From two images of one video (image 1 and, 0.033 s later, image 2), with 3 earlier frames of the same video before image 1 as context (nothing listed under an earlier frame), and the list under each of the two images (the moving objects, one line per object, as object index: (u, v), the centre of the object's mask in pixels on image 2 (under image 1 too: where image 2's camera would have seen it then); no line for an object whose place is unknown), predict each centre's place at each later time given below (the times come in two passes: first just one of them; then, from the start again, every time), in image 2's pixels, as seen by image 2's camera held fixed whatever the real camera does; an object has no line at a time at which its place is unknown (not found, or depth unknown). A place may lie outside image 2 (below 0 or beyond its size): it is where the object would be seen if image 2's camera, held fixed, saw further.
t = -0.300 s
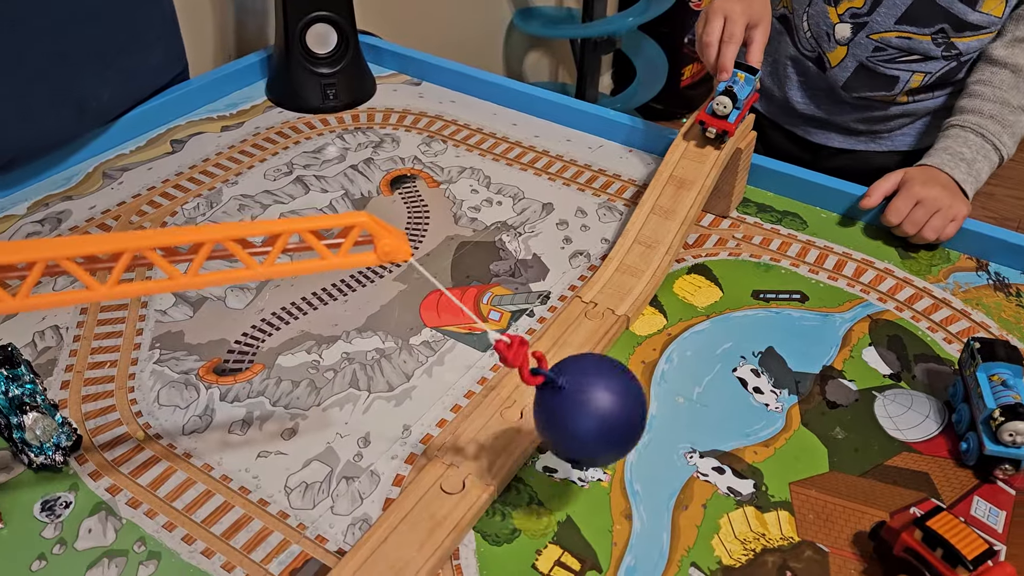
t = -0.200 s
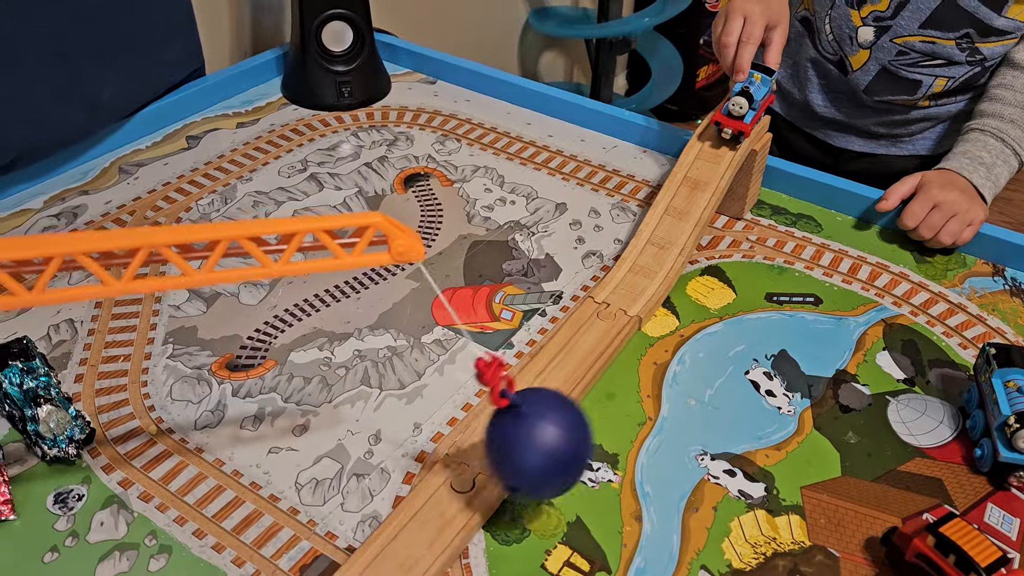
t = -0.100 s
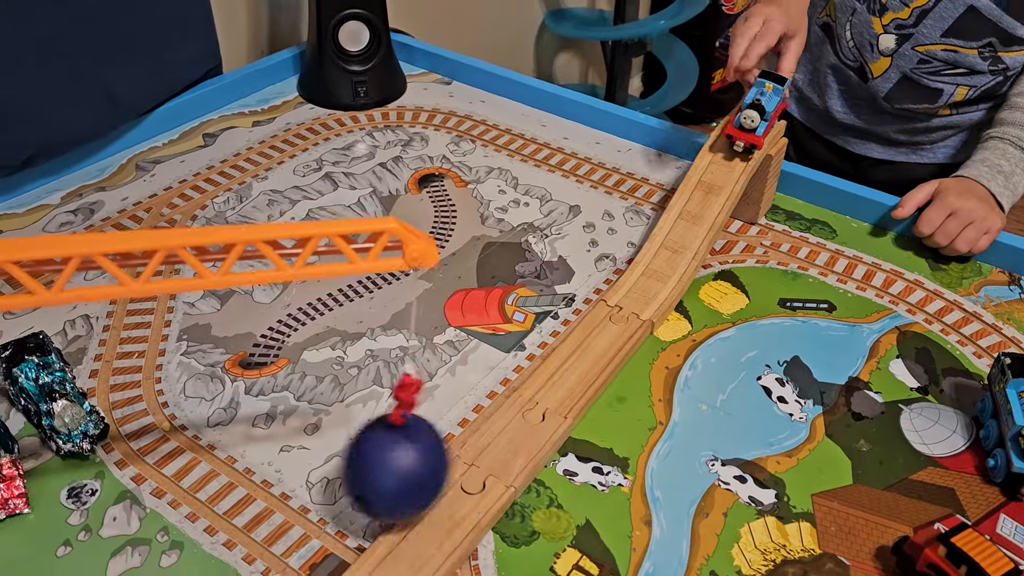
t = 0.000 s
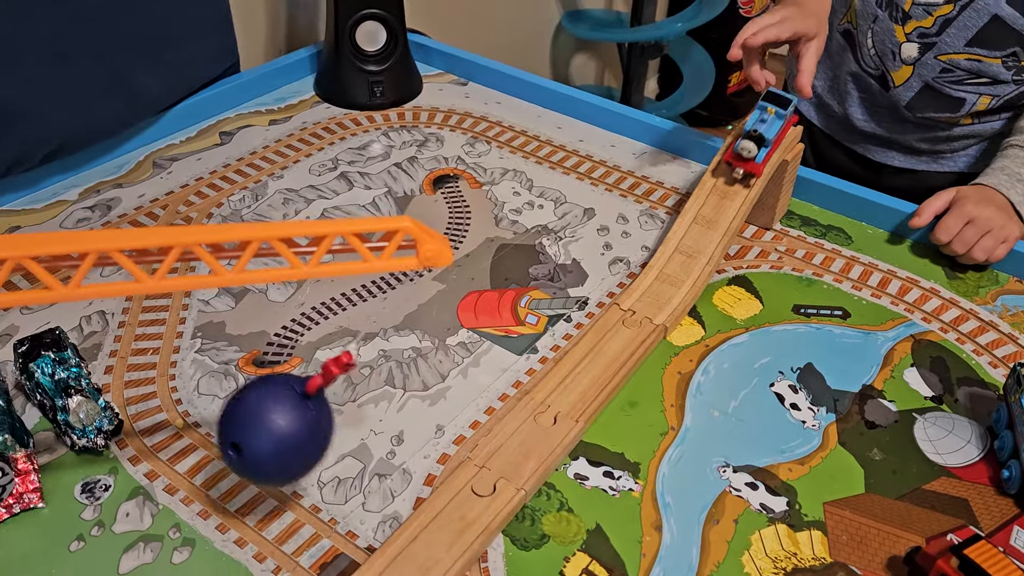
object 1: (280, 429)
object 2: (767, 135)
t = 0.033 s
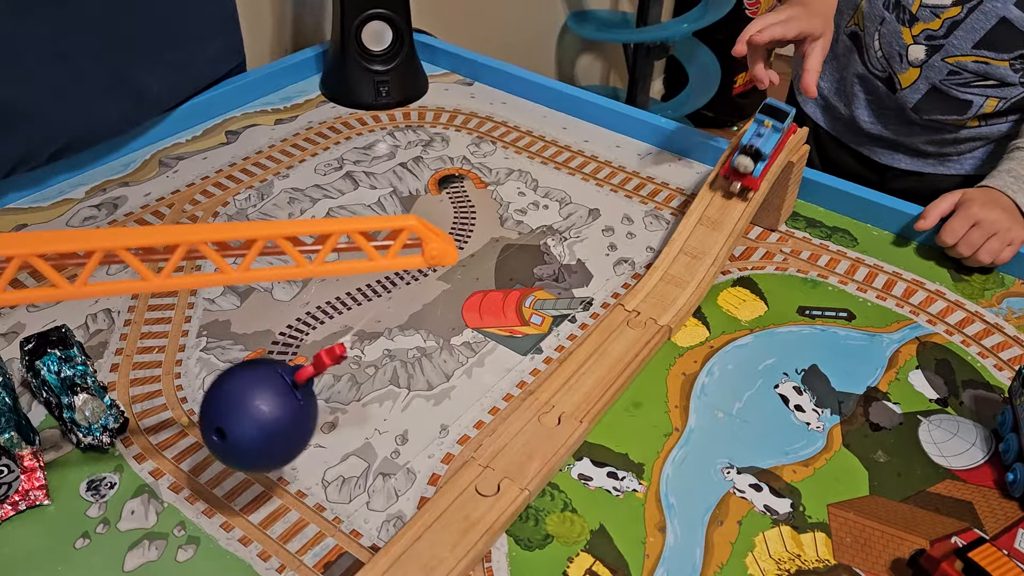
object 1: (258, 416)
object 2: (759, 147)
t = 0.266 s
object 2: (626, 329)
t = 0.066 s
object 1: (249, 409)
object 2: (749, 164)
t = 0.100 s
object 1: (253, 410)
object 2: (735, 187)
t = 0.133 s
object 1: (269, 420)
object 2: (717, 214)
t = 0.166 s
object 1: (298, 434)
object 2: (697, 246)
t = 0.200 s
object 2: (672, 279)
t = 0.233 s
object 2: (649, 305)
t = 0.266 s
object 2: (626, 329)
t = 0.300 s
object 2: (602, 355)
